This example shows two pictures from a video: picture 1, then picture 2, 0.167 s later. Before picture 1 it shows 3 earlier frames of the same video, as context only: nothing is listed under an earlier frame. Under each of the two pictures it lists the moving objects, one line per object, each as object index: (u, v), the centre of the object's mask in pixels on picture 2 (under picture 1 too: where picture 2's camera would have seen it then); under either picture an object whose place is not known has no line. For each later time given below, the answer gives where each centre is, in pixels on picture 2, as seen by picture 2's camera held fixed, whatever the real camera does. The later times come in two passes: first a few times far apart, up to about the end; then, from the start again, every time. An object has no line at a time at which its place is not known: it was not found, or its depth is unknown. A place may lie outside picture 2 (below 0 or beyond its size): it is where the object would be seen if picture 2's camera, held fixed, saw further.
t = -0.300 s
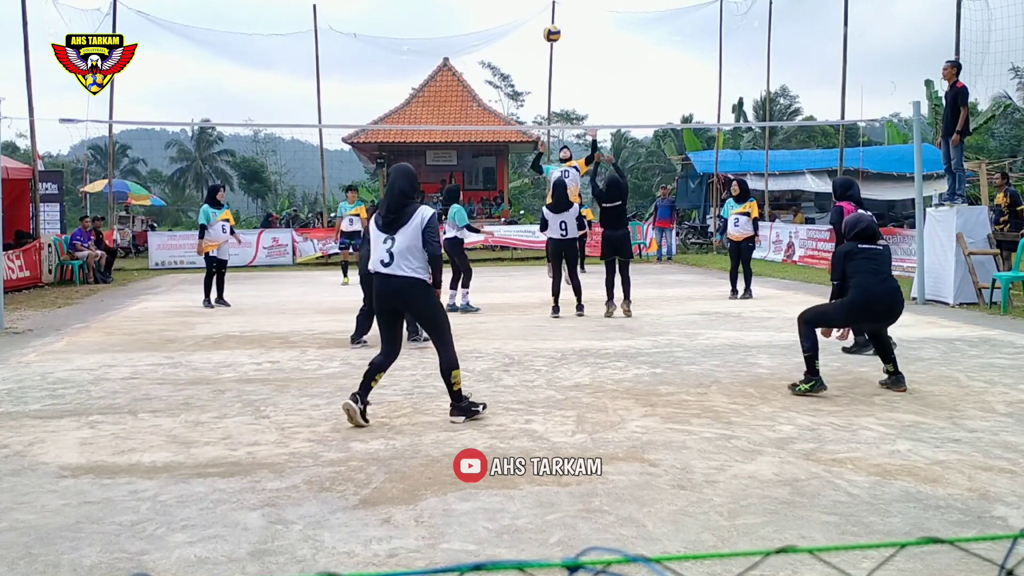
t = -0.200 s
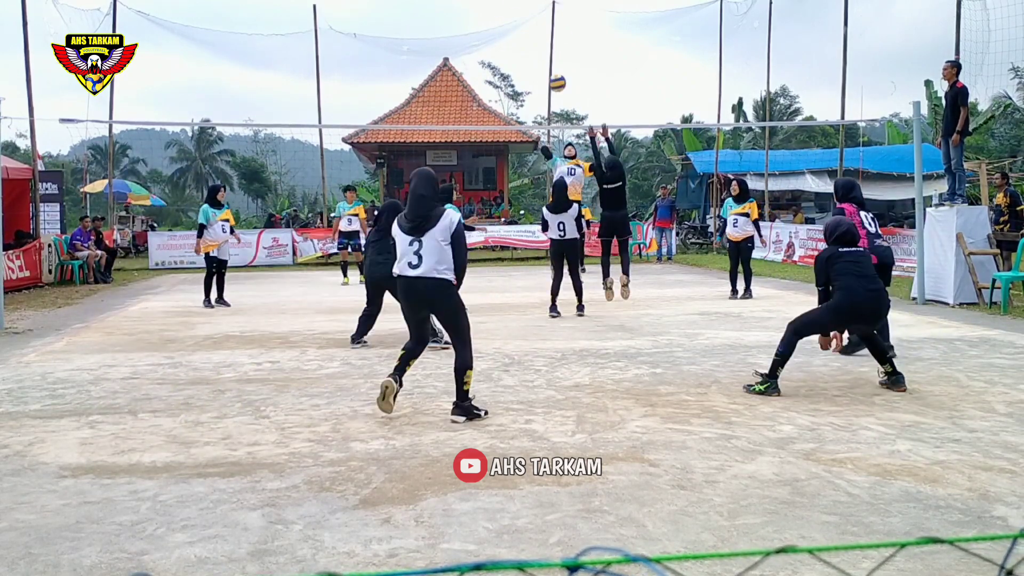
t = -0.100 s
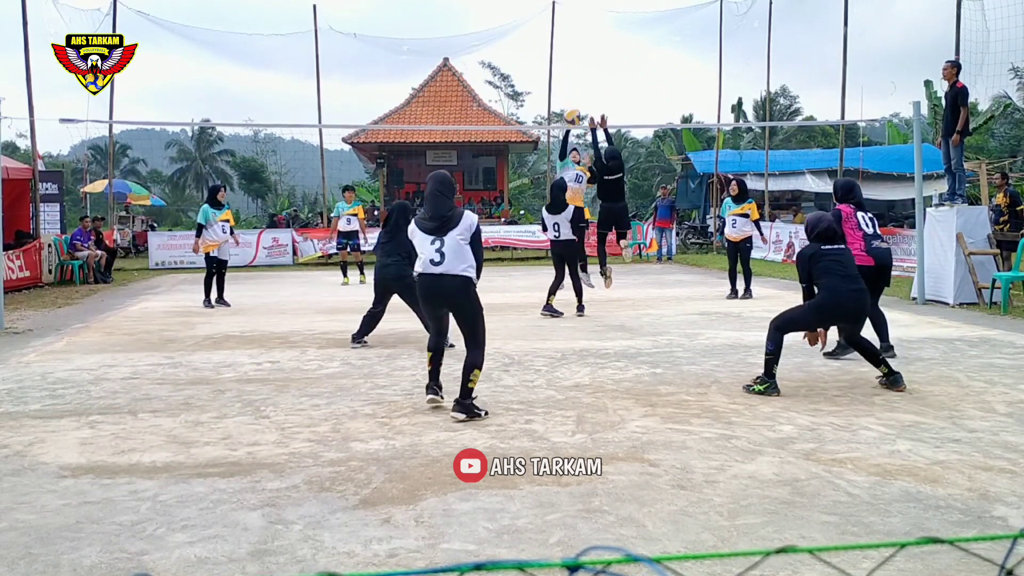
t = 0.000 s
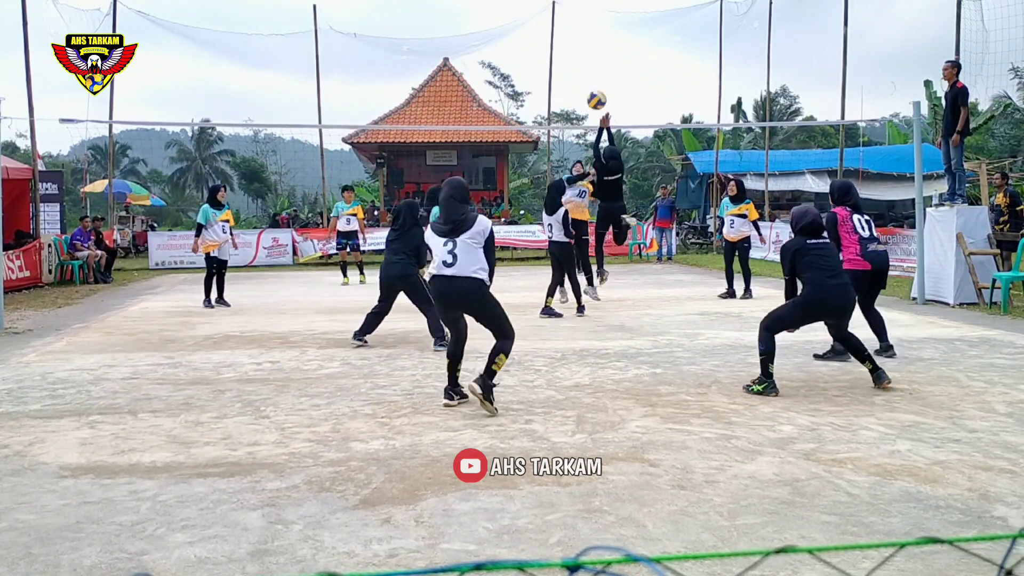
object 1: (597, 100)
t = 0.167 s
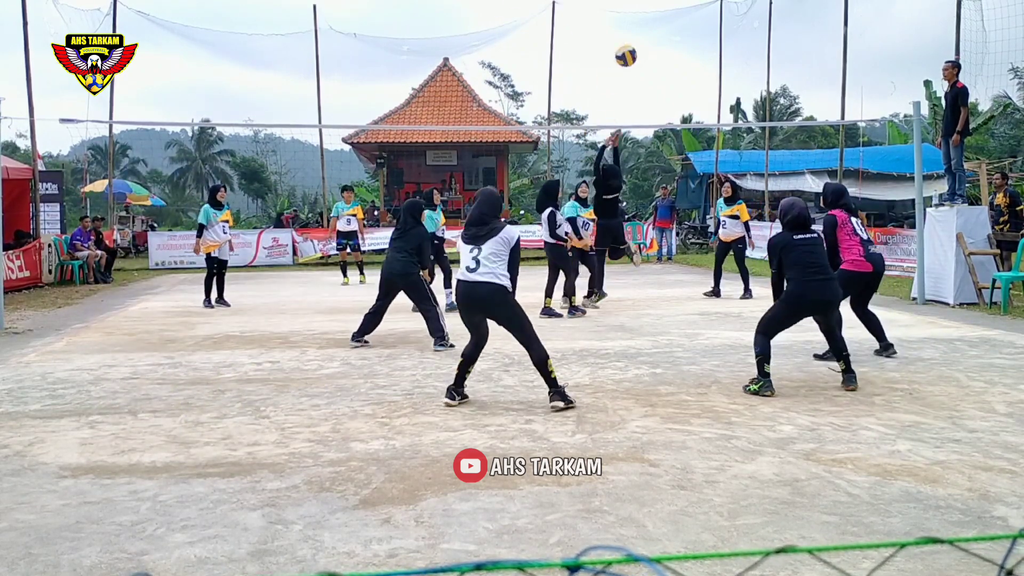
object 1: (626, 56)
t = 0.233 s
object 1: (640, 43)
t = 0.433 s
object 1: (690, 31)
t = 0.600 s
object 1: (746, 61)
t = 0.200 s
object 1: (633, 49)
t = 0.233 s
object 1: (640, 43)
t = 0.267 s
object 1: (647, 38)
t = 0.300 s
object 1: (655, 35)
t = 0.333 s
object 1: (663, 31)
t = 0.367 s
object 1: (672, 30)
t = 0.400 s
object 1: (681, 29)
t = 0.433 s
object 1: (690, 31)
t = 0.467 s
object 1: (700, 34)
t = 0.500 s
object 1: (711, 38)
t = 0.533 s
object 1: (722, 44)
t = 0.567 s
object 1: (734, 51)
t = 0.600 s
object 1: (746, 61)
